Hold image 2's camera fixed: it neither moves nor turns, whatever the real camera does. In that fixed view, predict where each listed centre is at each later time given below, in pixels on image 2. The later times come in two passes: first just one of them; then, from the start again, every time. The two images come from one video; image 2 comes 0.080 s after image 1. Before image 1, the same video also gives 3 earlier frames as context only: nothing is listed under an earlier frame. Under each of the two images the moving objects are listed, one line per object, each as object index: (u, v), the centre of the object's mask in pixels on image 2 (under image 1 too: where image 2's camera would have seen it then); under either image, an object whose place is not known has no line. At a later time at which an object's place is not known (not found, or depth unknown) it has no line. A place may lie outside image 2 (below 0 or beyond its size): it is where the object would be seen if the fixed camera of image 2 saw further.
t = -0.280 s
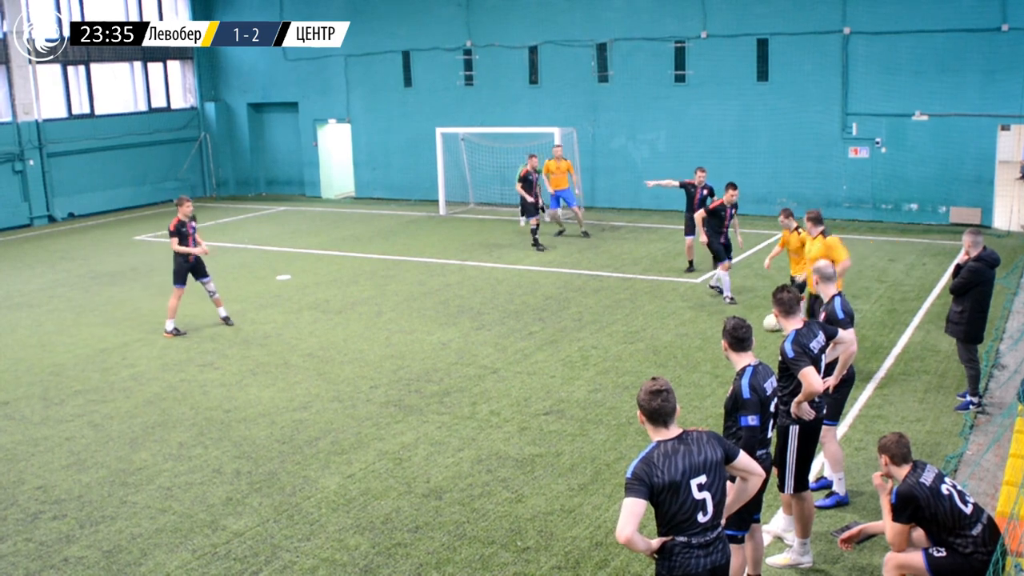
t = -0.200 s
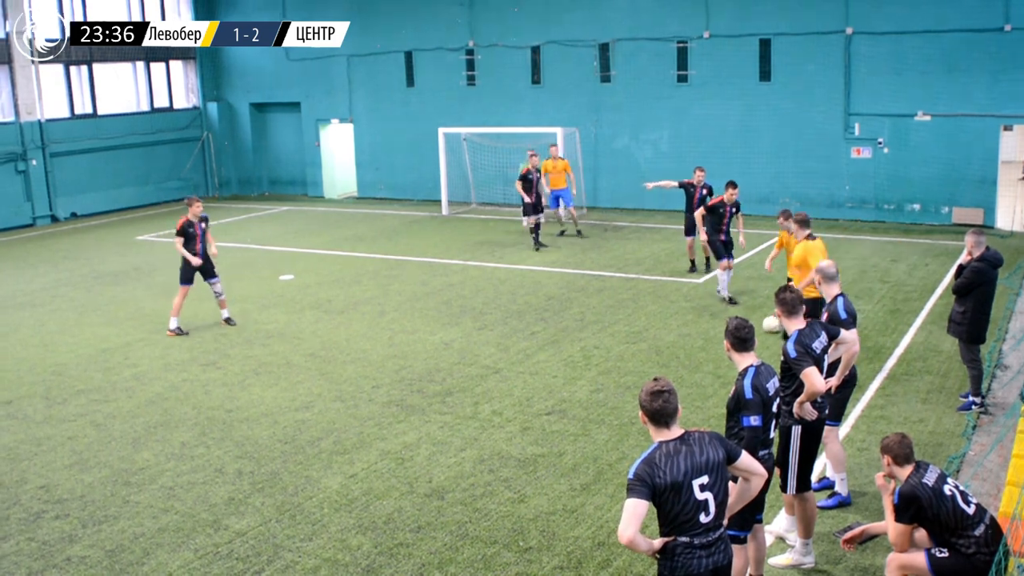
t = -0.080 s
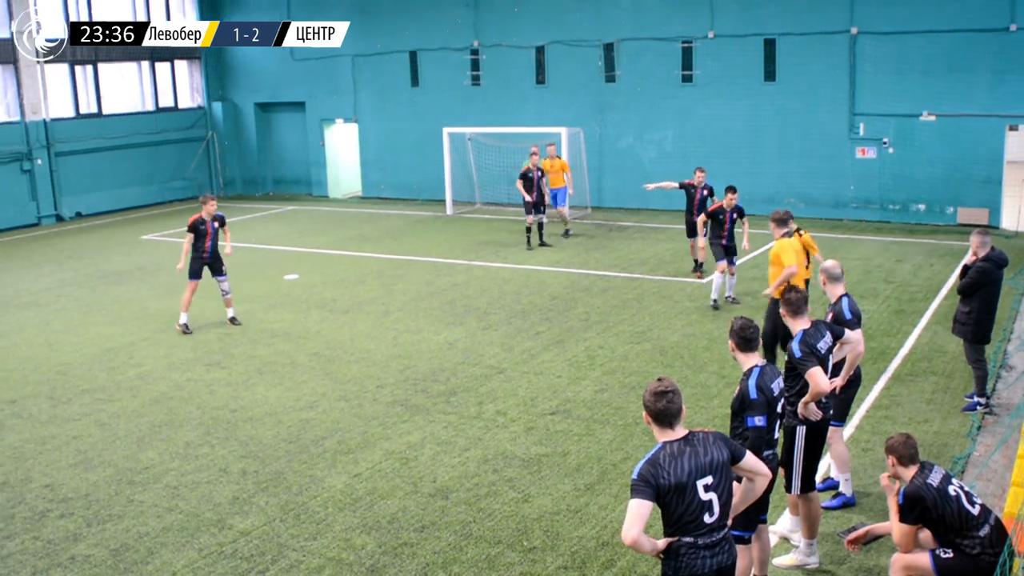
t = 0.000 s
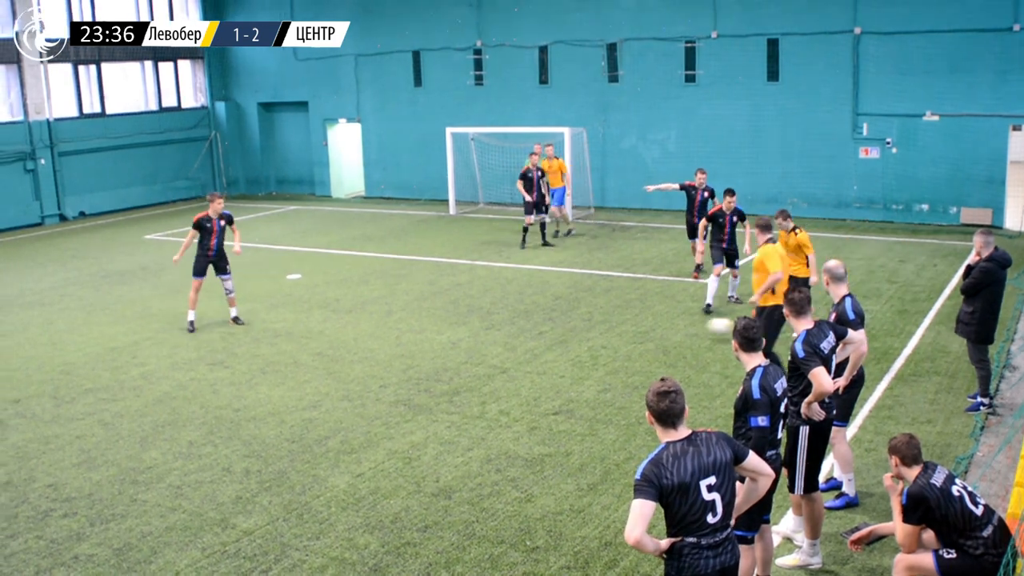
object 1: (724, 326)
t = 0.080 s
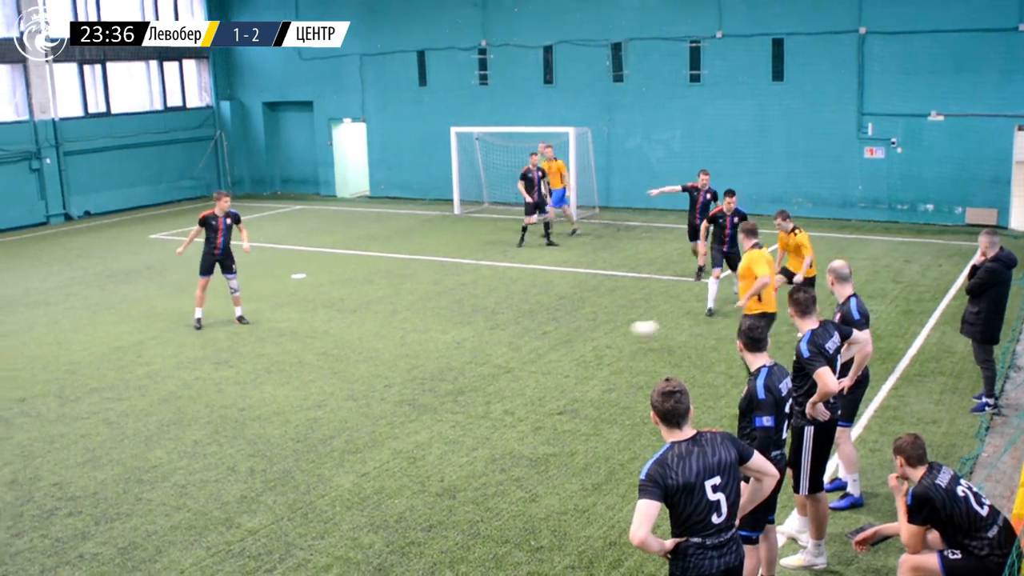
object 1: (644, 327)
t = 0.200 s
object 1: (519, 341)
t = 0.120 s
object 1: (604, 331)
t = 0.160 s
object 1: (561, 336)
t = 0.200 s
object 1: (519, 341)
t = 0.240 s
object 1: (475, 348)
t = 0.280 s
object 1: (430, 356)
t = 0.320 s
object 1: (386, 367)
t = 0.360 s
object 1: (343, 374)
